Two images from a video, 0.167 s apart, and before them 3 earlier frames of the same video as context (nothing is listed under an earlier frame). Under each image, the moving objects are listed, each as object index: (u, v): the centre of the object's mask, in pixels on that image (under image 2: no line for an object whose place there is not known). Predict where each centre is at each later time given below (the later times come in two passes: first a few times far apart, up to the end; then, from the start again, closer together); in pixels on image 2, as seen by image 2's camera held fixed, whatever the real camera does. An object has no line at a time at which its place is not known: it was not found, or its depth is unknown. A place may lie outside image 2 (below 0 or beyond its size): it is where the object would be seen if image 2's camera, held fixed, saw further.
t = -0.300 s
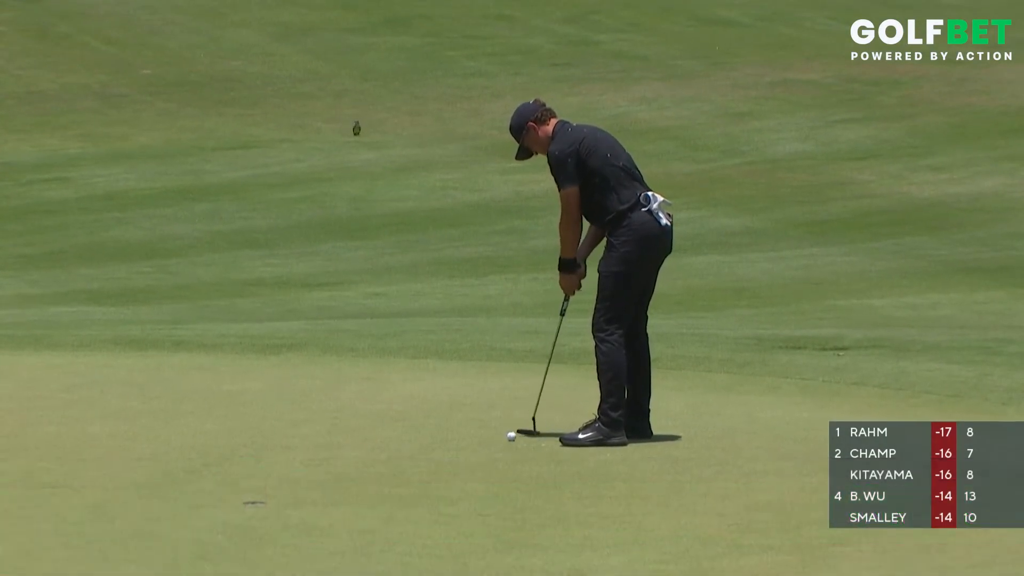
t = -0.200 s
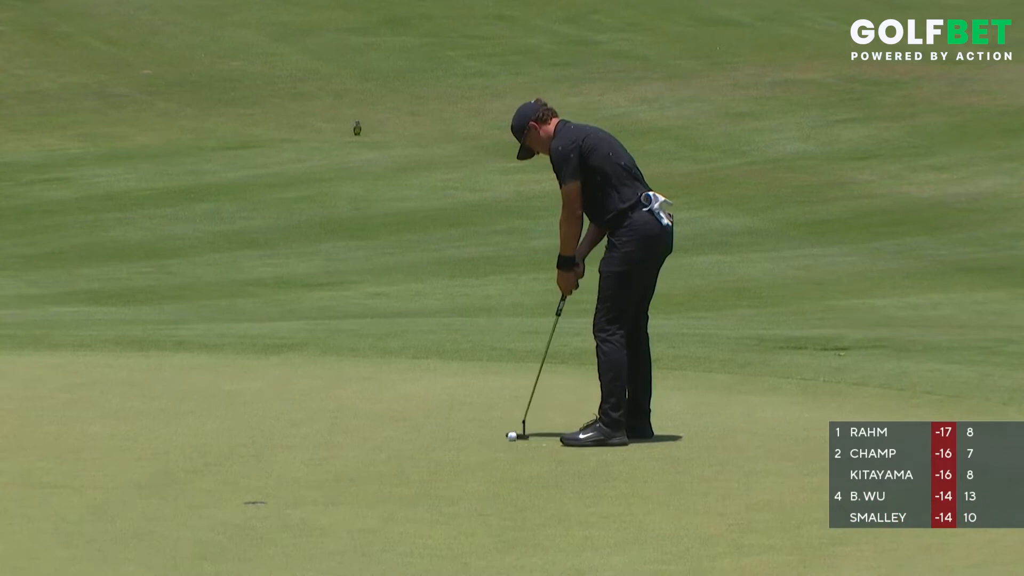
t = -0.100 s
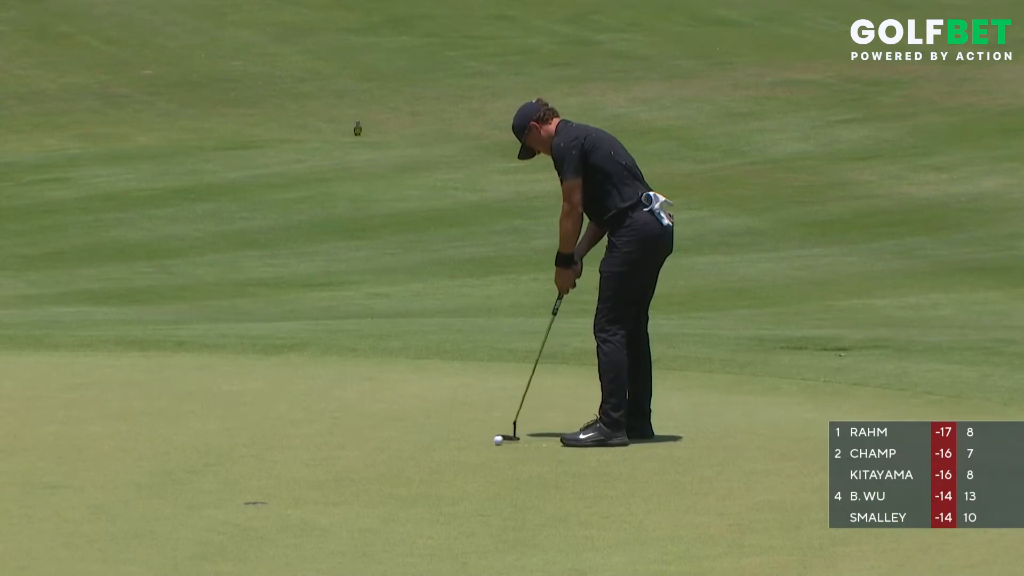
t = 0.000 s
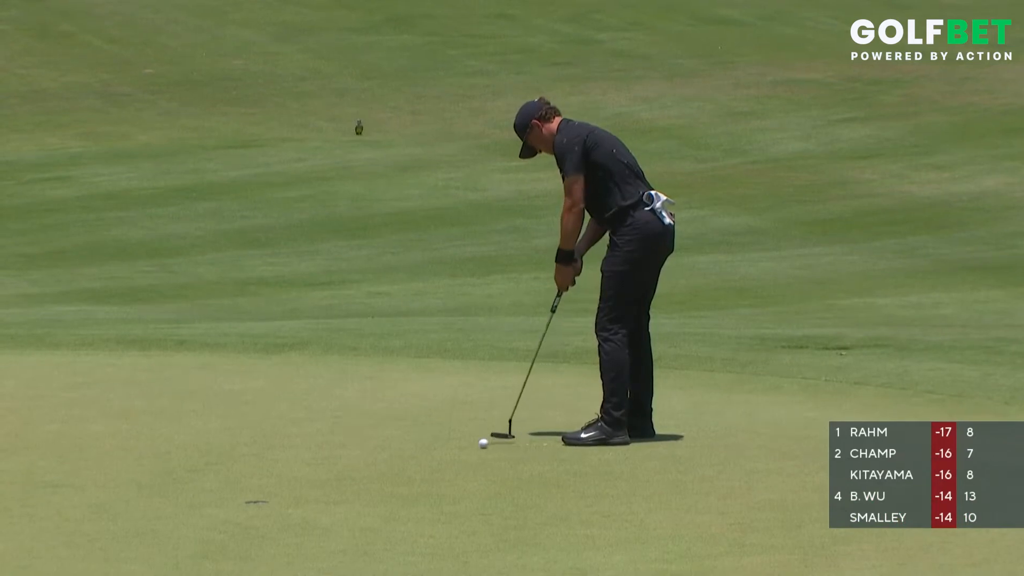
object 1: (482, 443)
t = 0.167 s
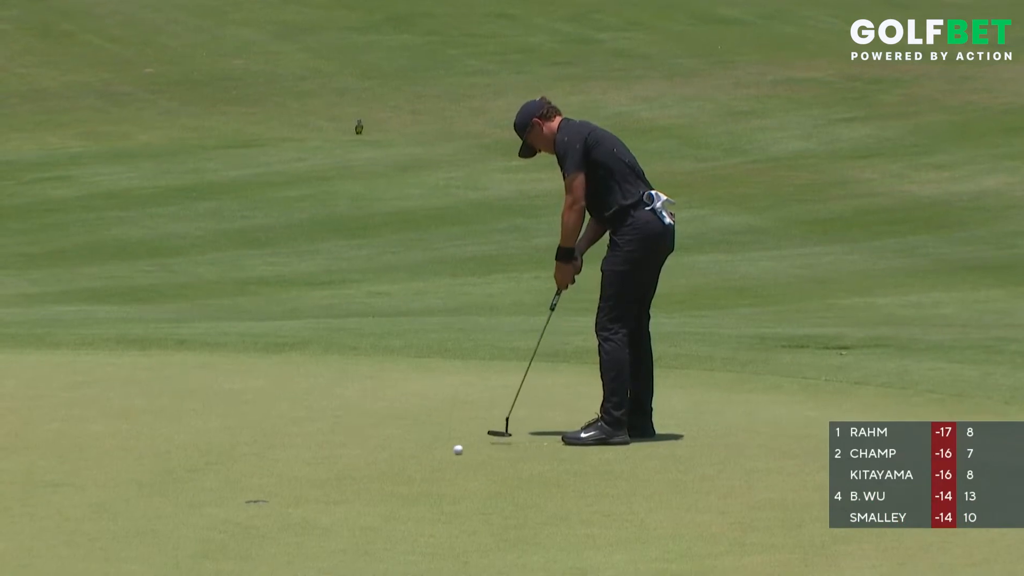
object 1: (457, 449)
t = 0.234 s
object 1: (448, 451)
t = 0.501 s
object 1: (410, 461)
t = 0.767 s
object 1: (373, 469)
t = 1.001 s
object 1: (343, 476)
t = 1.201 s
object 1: (318, 481)
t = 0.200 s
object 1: (452, 451)
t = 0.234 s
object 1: (448, 451)
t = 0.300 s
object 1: (438, 454)
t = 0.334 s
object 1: (433, 455)
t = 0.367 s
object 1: (428, 456)
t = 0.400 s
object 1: (423, 458)
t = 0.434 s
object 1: (419, 459)
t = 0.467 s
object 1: (414, 460)
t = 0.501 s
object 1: (410, 461)
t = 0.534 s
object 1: (404, 462)
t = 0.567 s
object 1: (400, 464)
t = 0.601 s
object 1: (395, 465)
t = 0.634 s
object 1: (391, 465)
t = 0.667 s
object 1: (386, 466)
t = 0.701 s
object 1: (382, 468)
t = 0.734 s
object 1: (377, 469)
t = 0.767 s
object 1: (373, 469)
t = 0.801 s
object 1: (369, 471)
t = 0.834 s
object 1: (364, 472)
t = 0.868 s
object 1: (360, 473)
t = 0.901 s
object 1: (355, 474)
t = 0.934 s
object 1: (351, 474)
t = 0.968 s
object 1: (347, 475)
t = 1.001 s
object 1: (343, 476)
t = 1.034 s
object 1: (339, 477)
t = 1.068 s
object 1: (335, 478)
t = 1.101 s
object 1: (331, 478)
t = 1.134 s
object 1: (327, 480)
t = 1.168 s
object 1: (322, 480)
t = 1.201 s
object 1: (318, 481)
